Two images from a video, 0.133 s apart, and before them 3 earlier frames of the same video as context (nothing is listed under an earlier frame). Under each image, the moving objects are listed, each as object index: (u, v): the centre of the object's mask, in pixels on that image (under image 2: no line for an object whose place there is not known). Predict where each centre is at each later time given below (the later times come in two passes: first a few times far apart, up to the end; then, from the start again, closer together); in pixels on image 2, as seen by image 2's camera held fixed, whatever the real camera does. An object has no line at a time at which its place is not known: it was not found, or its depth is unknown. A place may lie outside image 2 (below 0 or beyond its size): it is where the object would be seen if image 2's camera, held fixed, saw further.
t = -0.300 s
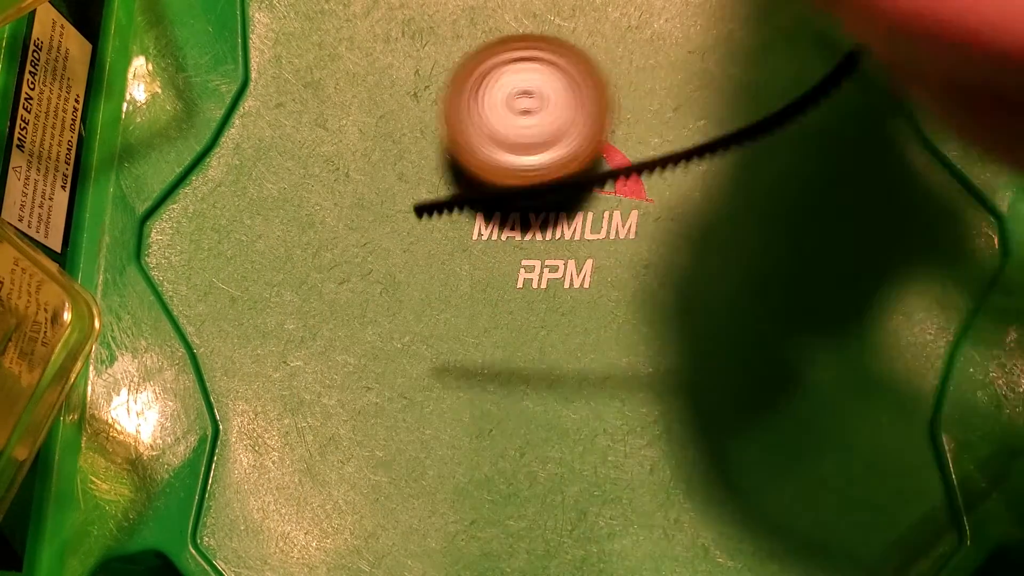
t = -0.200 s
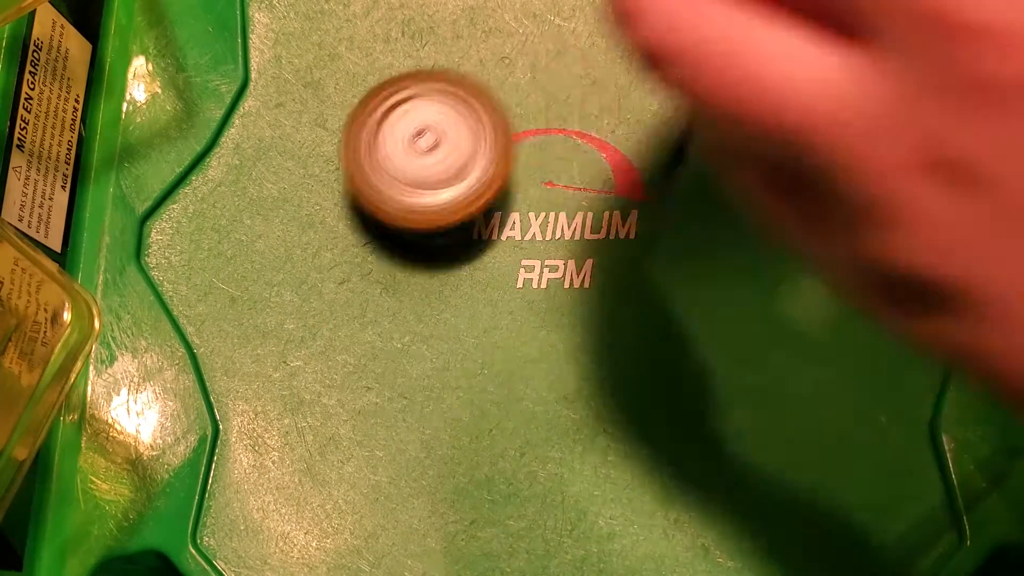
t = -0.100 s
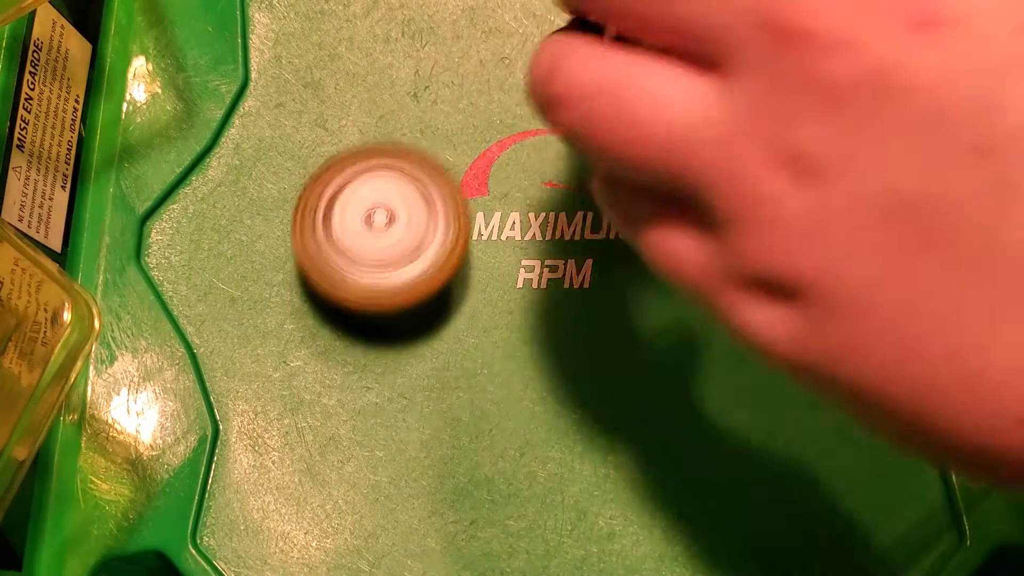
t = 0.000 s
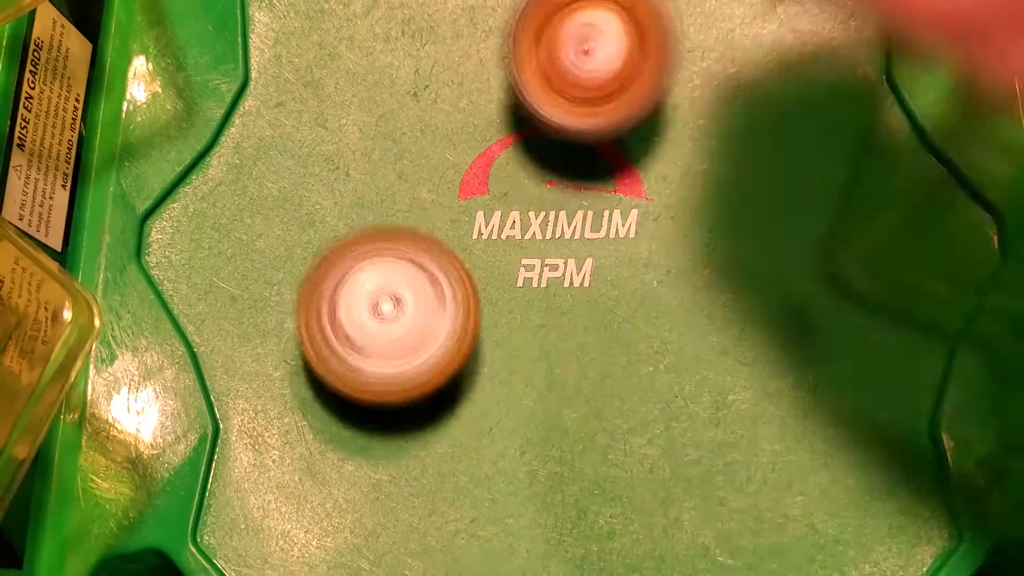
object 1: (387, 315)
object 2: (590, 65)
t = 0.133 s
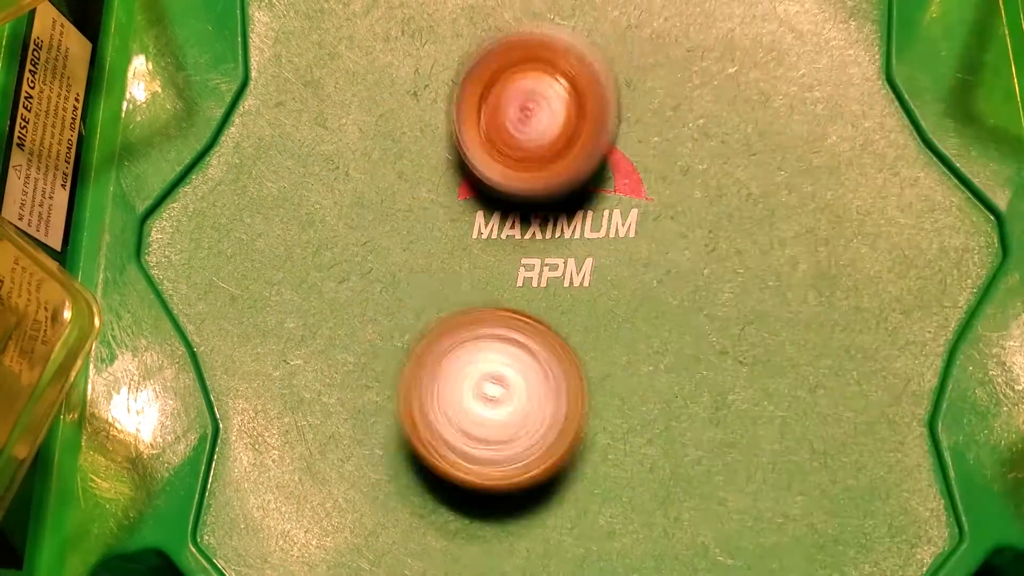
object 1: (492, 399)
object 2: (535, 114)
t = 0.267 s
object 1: (632, 406)
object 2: (549, 242)
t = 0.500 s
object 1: (759, 399)
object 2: (687, 213)
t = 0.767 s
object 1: (682, 317)
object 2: (907, 108)
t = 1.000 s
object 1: (586, 317)
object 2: (812, 267)
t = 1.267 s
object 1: (512, 389)
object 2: (936, 360)
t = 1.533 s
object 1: (588, 401)
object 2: (879, 265)
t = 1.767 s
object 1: (452, 271)
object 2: (783, 374)
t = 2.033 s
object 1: (376, 278)
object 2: (824, 288)
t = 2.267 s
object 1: (375, 360)
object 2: (572, 222)
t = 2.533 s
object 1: (452, 289)
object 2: (687, 374)
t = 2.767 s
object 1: (510, 205)
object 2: (751, 115)
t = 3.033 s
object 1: (404, 216)
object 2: (343, 44)
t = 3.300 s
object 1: (516, 239)
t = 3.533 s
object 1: (593, 200)
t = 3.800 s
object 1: (591, 181)
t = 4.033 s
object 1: (557, 173)
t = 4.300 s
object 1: (618, 196)
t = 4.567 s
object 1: (631, 239)
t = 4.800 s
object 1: (618, 247)
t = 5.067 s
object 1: (607, 248)
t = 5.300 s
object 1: (591, 261)
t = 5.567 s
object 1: (574, 266)
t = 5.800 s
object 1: (561, 269)
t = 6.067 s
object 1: (550, 266)
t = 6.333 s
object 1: (548, 264)
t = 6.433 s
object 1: (547, 266)
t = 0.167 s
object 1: (529, 410)
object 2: (531, 142)
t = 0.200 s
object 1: (566, 415)
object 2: (533, 175)
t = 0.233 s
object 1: (601, 412)
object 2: (538, 211)
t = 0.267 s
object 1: (632, 406)
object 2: (549, 242)
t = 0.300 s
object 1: (662, 420)
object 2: (563, 249)
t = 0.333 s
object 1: (687, 423)
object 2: (582, 255)
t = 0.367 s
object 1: (709, 417)
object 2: (608, 261)
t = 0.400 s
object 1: (731, 424)
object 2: (625, 248)
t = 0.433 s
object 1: (749, 423)
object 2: (644, 234)
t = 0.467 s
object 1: (758, 414)
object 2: (664, 221)
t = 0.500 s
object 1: (759, 399)
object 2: (687, 213)
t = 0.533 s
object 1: (753, 382)
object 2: (711, 207)
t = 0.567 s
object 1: (744, 389)
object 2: (736, 172)
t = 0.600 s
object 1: (731, 387)
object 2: (761, 144)
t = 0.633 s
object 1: (717, 378)
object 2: (786, 122)
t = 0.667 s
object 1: (704, 364)
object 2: (813, 109)
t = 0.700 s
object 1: (695, 349)
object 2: (843, 104)
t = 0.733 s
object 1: (688, 333)
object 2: (875, 104)
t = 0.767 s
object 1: (682, 317)
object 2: (907, 108)
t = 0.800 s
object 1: (674, 307)
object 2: (916, 119)
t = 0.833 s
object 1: (668, 299)
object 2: (894, 144)
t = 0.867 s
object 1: (658, 296)
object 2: (867, 170)
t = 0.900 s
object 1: (648, 296)
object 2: (842, 196)
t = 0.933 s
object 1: (635, 299)
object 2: (821, 221)
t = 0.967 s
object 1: (621, 307)
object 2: (801, 247)
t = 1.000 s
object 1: (586, 317)
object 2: (812, 267)
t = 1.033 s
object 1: (557, 326)
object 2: (829, 289)
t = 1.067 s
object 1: (533, 337)
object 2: (846, 308)
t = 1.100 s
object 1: (517, 346)
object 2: (864, 326)
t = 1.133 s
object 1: (506, 353)
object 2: (880, 340)
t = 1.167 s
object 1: (501, 361)
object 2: (897, 351)
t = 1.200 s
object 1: (500, 369)
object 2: (913, 357)
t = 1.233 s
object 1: (504, 379)
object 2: (926, 361)
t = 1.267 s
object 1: (512, 389)
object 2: (936, 360)
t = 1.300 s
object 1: (523, 397)
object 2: (936, 351)
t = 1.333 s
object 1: (536, 407)
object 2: (931, 338)
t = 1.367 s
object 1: (552, 413)
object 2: (923, 326)
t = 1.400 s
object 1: (569, 418)
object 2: (916, 312)
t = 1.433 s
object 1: (583, 421)
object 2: (909, 300)
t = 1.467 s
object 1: (591, 420)
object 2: (902, 287)
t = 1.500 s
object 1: (592, 414)
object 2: (894, 274)
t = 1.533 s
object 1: (588, 401)
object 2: (879, 265)
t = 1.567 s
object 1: (580, 385)
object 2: (855, 260)
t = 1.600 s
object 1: (569, 368)
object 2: (822, 261)
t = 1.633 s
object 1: (559, 350)
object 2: (786, 271)
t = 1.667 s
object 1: (550, 332)
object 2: (748, 289)
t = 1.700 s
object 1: (524, 314)
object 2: (737, 314)
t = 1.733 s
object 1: (483, 290)
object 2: (757, 344)
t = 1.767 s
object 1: (452, 271)
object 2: (783, 374)
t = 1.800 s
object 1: (426, 256)
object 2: (814, 399)
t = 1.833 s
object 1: (405, 247)
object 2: (848, 416)
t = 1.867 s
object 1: (391, 243)
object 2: (884, 422)
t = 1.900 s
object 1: (381, 242)
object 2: (918, 417)
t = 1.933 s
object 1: (374, 246)
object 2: (931, 398)
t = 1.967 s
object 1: (372, 255)
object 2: (895, 360)
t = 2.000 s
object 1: (373, 265)
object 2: (859, 323)
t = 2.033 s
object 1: (376, 278)
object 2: (824, 288)
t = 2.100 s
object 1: (390, 306)
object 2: (743, 237)
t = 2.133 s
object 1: (400, 317)
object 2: (694, 226)
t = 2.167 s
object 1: (409, 326)
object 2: (639, 224)
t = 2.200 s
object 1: (420, 333)
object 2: (582, 230)
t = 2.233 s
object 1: (399, 347)
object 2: (570, 226)
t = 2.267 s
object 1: (375, 360)
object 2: (572, 222)
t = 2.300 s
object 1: (361, 365)
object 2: (569, 230)
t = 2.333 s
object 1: (355, 362)
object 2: (569, 246)
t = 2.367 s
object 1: (358, 355)
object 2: (569, 269)
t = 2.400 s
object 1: (370, 342)
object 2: (574, 301)
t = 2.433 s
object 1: (388, 328)
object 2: (590, 329)
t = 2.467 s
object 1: (409, 314)
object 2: (616, 353)
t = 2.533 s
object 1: (452, 289)
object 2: (687, 374)
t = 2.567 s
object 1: (471, 279)
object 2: (728, 366)
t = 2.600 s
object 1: (486, 268)
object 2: (766, 344)
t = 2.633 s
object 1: (499, 257)
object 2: (793, 308)
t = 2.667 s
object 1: (507, 246)
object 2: (808, 261)
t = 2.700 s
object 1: (513, 233)
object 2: (805, 211)
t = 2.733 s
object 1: (514, 219)
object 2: (786, 160)
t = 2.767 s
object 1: (510, 205)
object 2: (751, 115)
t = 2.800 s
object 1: (499, 190)
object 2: (702, 78)
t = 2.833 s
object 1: (487, 175)
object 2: (645, 58)
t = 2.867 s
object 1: (472, 166)
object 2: (584, 48)
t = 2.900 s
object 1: (447, 171)
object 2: (538, 36)
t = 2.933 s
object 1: (429, 172)
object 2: (487, 31)
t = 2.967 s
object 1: (417, 178)
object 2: (435, 33)
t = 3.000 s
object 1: (407, 196)
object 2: (388, 37)
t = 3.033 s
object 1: (404, 216)
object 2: (343, 44)
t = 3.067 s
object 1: (408, 233)
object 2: (301, 59)
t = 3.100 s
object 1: (415, 247)
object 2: (265, 90)
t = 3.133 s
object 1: (426, 256)
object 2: (240, 145)
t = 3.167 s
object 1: (440, 258)
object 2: (229, 212)
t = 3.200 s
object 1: (457, 256)
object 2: (237, 289)
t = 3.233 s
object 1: (476, 251)
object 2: (267, 364)
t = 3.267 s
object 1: (496, 246)
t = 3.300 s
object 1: (516, 239)
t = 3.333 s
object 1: (534, 231)
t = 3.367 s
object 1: (551, 224)
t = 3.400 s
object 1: (564, 216)
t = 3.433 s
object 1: (574, 211)
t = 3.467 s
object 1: (583, 206)
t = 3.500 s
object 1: (590, 203)
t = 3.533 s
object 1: (593, 200)
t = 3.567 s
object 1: (590, 192)
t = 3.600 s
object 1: (594, 183)
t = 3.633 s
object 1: (600, 176)
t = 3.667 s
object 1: (605, 170)
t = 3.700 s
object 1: (607, 169)
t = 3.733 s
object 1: (604, 173)
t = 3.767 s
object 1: (599, 178)
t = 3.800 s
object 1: (591, 181)
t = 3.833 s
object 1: (581, 182)
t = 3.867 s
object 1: (572, 181)
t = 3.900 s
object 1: (565, 179)
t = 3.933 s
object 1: (559, 178)
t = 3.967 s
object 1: (554, 176)
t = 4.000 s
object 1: (553, 174)
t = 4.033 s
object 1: (557, 173)
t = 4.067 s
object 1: (566, 175)
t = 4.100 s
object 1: (577, 179)
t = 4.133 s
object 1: (587, 185)
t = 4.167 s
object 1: (596, 188)
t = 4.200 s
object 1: (606, 191)
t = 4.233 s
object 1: (613, 192)
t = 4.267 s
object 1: (617, 193)
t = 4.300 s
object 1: (618, 196)
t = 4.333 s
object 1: (618, 199)
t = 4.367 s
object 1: (619, 203)
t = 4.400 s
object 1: (620, 208)
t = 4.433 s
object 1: (622, 215)
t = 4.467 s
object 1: (626, 222)
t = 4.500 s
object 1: (628, 229)
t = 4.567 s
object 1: (631, 239)
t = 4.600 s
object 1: (630, 242)
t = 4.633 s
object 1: (628, 245)
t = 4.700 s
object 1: (624, 248)
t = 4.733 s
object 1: (621, 248)
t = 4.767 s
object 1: (619, 248)
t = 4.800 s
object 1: (618, 247)
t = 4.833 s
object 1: (616, 246)
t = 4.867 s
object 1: (614, 246)
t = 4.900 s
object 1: (613, 245)
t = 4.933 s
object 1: (612, 246)
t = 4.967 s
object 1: (611, 246)
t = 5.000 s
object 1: (609, 246)
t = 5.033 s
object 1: (608, 247)
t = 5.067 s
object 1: (607, 248)
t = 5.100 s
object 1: (604, 250)
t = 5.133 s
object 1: (602, 252)
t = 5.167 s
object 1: (600, 254)
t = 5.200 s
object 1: (598, 255)
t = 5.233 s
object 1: (596, 257)
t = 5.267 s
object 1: (594, 259)
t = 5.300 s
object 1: (591, 261)
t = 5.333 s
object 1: (589, 263)
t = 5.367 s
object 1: (587, 265)
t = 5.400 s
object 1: (585, 266)
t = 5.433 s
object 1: (582, 266)
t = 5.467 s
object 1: (580, 267)
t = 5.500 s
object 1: (578, 267)
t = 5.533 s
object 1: (576, 267)
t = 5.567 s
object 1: (574, 266)
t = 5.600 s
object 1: (572, 266)
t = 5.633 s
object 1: (570, 267)
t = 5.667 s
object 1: (568, 268)
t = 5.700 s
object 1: (566, 268)
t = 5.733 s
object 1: (564, 269)
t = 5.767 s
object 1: (563, 269)
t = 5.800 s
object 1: (561, 269)
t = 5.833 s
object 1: (558, 268)
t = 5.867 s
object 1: (557, 266)
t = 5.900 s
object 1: (555, 265)
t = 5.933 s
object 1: (554, 264)
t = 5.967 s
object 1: (552, 262)
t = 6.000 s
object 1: (551, 260)
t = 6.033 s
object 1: (551, 262)
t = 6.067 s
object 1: (550, 266)
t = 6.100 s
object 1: (548, 267)
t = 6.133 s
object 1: (548, 266)
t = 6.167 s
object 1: (547, 264)
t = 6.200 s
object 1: (547, 262)
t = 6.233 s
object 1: (546, 260)
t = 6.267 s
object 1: (547, 262)
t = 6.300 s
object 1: (548, 264)
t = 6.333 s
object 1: (548, 264)
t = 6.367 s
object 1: (547, 263)
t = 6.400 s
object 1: (547, 264)
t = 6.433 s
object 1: (547, 266)
